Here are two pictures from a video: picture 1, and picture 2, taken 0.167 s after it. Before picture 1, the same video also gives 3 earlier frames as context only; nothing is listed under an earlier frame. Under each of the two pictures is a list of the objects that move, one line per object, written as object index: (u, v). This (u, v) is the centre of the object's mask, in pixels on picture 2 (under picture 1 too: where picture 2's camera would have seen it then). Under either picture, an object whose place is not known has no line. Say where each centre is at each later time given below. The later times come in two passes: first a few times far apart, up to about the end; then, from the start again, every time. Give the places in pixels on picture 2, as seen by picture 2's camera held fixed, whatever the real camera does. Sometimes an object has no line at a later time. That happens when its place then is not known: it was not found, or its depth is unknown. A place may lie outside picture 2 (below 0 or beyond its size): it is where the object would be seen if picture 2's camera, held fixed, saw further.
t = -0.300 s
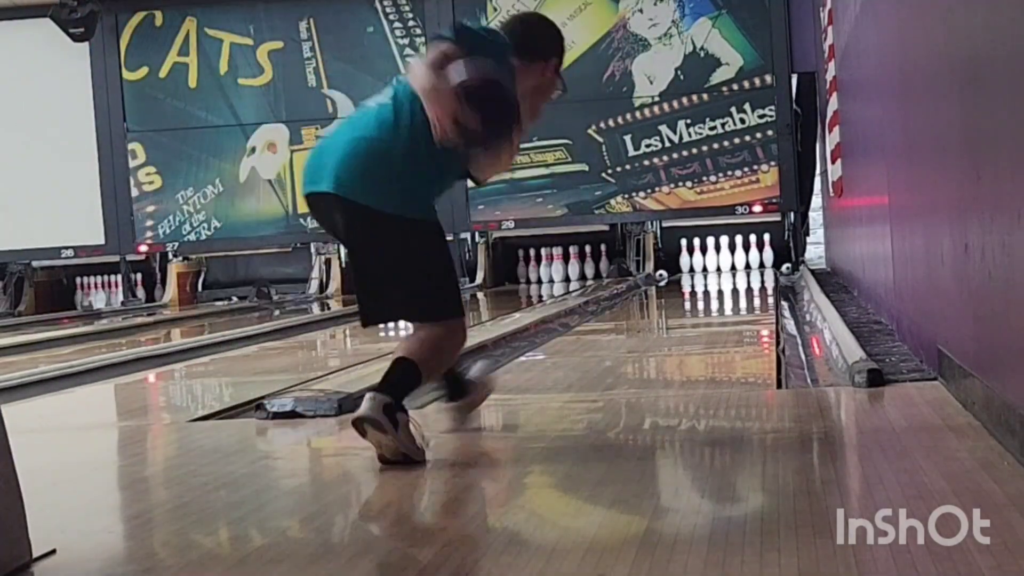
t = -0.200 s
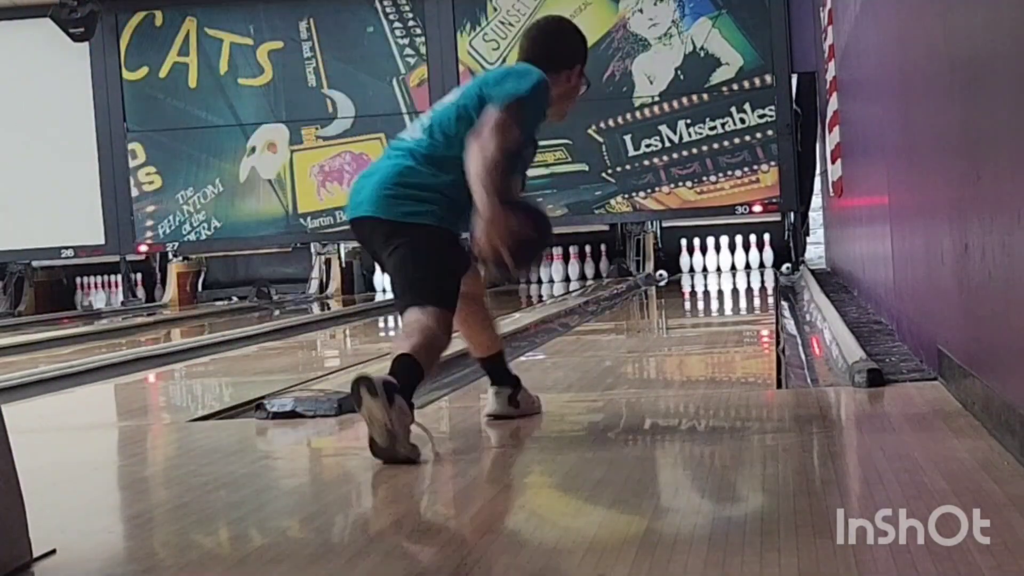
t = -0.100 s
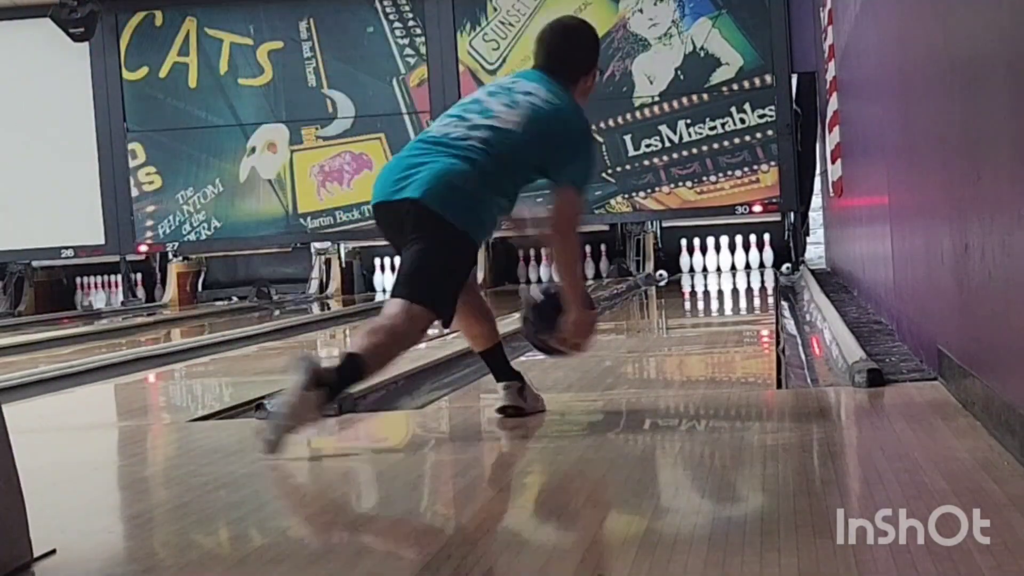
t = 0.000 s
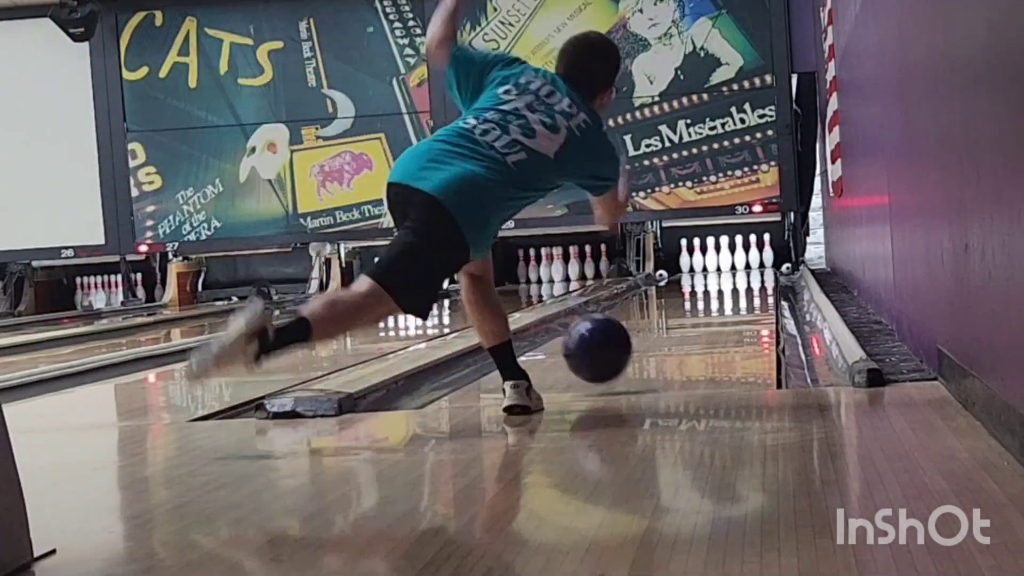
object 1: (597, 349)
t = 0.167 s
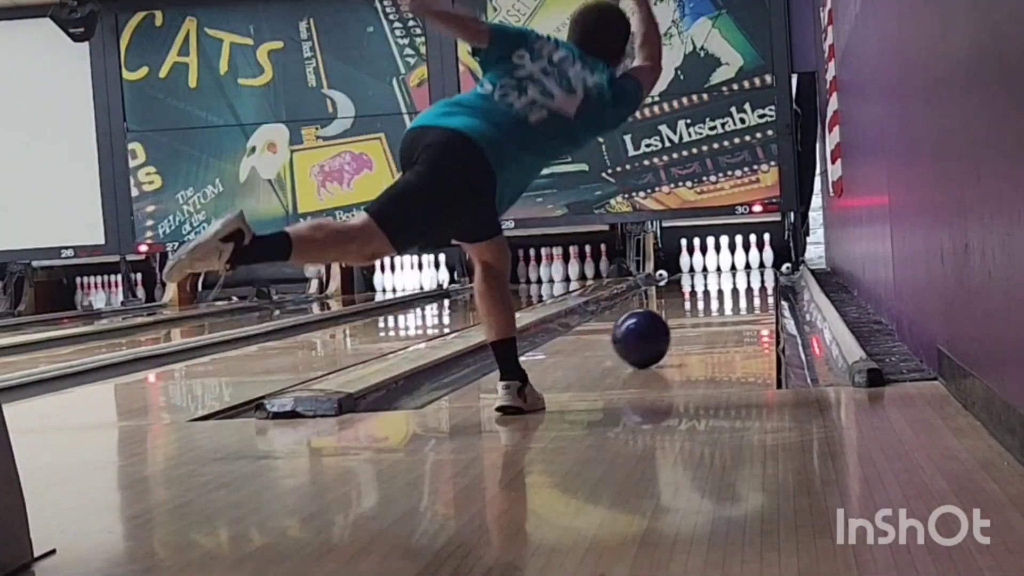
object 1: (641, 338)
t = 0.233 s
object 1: (655, 332)
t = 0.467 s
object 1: (691, 312)
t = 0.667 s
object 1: (712, 301)
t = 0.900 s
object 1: (731, 290)
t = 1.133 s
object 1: (745, 283)
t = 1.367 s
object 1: (753, 276)
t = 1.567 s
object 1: (758, 272)
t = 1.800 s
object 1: (759, 268)
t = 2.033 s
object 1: (756, 265)
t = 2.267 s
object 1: (747, 263)
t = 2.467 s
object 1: (735, 262)
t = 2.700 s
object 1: (733, 261)
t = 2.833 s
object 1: (730, 261)
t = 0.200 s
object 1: (648, 335)
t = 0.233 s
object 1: (655, 332)
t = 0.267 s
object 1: (661, 328)
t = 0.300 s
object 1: (667, 325)
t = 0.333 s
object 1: (672, 323)
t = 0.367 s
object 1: (677, 320)
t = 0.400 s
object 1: (682, 317)
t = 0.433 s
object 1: (687, 315)
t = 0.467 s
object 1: (691, 312)
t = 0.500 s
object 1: (695, 310)
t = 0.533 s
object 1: (699, 308)
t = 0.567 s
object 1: (703, 306)
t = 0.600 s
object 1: (706, 304)
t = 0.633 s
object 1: (709, 303)
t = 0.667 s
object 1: (712, 301)
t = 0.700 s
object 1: (716, 299)
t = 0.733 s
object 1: (718, 298)
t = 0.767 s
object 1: (721, 295)
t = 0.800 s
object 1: (724, 294)
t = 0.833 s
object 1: (726, 293)
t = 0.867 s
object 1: (729, 292)
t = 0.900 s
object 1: (731, 290)
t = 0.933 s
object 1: (734, 289)
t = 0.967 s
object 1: (736, 288)
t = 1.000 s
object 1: (737, 287)
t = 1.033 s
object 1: (739, 286)
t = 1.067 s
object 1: (742, 285)
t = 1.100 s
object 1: (743, 284)
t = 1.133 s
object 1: (745, 283)
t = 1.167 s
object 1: (747, 282)
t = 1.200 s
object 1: (748, 281)
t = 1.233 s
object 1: (749, 280)
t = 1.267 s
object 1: (750, 279)
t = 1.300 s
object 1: (751, 278)
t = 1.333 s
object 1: (753, 277)
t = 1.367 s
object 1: (753, 276)
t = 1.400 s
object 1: (754, 275)
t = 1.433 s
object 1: (755, 274)
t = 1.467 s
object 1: (756, 273)
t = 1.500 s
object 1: (757, 273)
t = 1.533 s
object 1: (757, 272)
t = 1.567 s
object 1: (758, 272)
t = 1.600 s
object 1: (758, 271)
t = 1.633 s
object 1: (758, 271)
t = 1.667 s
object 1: (758, 270)
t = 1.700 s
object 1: (759, 270)
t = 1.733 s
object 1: (759, 269)
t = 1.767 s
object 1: (759, 268)
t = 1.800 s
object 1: (759, 268)
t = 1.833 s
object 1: (759, 267)
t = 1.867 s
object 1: (758, 267)
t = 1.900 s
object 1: (758, 266)
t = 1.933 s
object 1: (758, 266)
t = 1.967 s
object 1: (757, 266)
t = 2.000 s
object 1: (756, 265)
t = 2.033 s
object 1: (756, 265)
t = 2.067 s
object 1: (755, 264)
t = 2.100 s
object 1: (754, 264)
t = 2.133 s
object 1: (752, 264)
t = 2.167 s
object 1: (751, 264)
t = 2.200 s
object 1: (750, 263)
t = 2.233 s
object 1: (748, 263)
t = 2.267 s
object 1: (747, 263)
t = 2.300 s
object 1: (745, 263)
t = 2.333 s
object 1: (743, 262)
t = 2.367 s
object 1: (742, 262)
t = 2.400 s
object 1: (739, 262)
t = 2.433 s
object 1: (737, 262)
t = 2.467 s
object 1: (735, 262)
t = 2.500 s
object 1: (734, 262)
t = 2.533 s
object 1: (734, 261)
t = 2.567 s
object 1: (734, 261)
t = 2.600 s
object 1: (733, 261)
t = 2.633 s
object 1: (732, 261)
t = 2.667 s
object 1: (732, 261)
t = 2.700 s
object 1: (733, 261)
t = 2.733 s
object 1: (732, 261)
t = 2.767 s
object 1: (731, 261)
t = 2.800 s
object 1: (730, 261)
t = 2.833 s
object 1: (730, 261)
